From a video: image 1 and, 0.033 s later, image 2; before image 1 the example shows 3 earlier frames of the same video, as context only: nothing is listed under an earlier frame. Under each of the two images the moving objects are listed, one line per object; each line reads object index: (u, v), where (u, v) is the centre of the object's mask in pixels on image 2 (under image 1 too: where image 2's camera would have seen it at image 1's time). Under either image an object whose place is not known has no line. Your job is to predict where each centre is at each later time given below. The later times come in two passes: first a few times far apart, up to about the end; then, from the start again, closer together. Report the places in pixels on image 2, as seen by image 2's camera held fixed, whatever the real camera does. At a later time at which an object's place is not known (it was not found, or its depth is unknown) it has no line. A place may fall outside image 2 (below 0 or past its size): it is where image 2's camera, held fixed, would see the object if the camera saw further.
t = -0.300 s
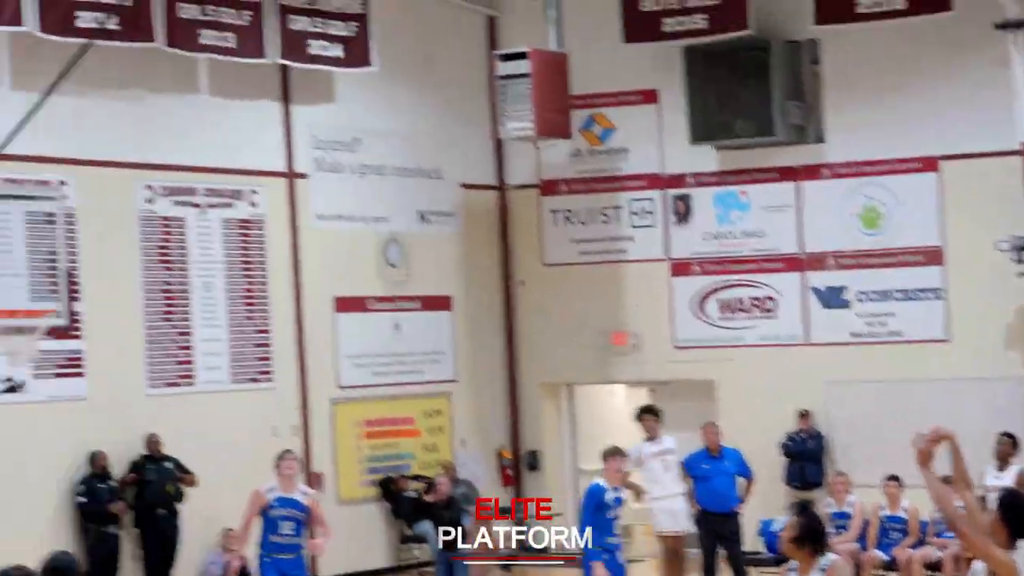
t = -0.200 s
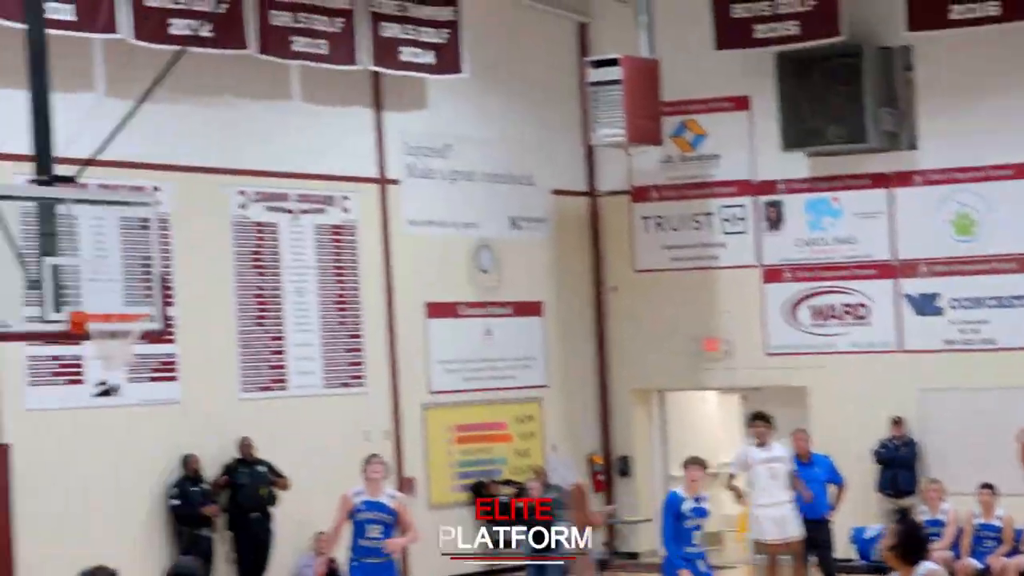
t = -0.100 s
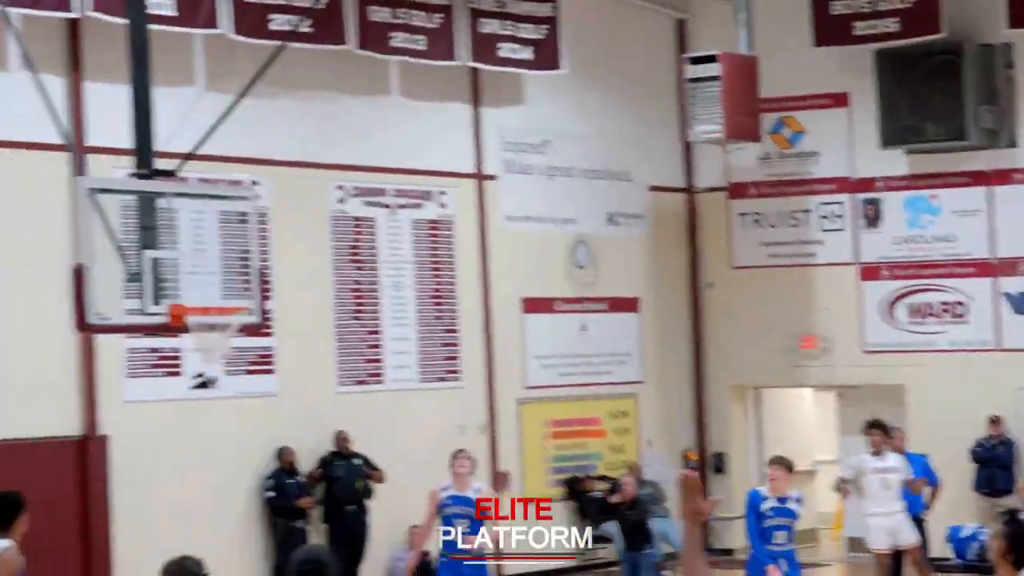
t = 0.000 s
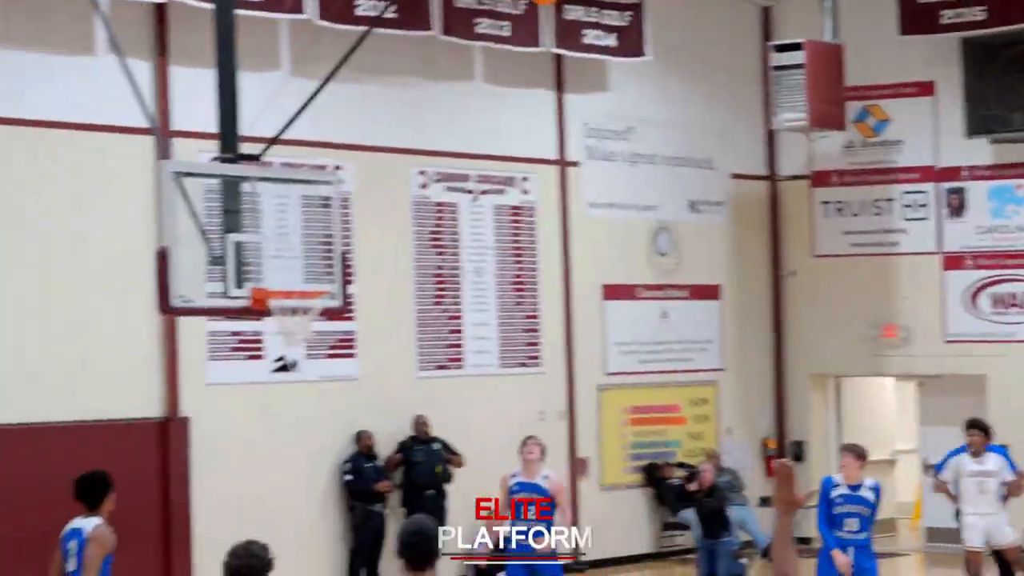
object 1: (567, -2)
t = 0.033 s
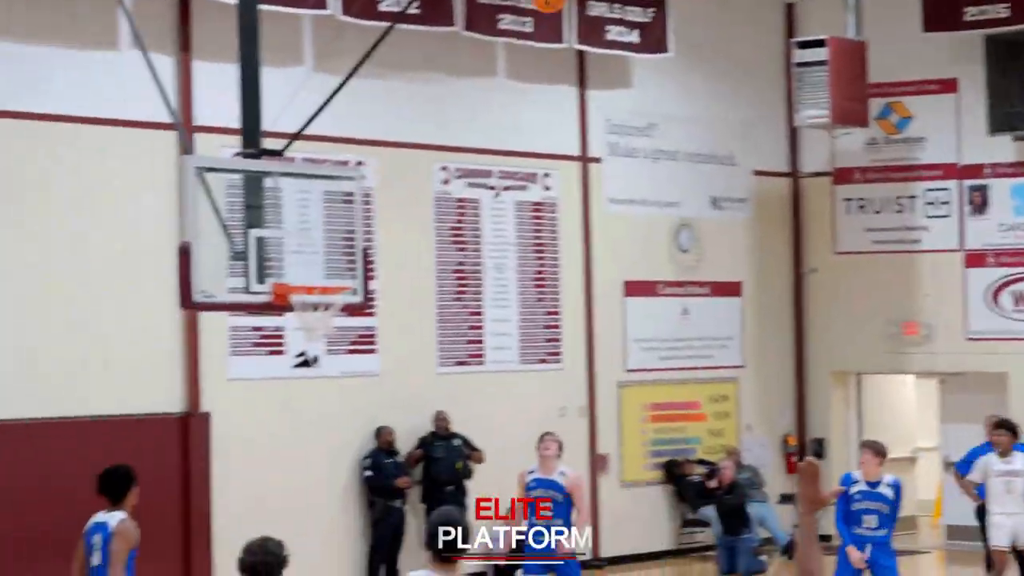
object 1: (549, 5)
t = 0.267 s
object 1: (421, 118)
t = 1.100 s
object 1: (338, 199)
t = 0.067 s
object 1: (532, 13)
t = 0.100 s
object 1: (514, 20)
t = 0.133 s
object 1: (494, 34)
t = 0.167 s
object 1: (476, 54)
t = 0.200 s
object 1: (458, 73)
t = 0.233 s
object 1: (438, 95)
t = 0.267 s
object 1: (421, 118)
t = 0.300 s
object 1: (405, 141)
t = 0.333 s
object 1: (389, 164)
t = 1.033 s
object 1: (340, 185)
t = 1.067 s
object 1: (340, 191)
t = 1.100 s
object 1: (338, 199)
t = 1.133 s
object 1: (338, 212)
